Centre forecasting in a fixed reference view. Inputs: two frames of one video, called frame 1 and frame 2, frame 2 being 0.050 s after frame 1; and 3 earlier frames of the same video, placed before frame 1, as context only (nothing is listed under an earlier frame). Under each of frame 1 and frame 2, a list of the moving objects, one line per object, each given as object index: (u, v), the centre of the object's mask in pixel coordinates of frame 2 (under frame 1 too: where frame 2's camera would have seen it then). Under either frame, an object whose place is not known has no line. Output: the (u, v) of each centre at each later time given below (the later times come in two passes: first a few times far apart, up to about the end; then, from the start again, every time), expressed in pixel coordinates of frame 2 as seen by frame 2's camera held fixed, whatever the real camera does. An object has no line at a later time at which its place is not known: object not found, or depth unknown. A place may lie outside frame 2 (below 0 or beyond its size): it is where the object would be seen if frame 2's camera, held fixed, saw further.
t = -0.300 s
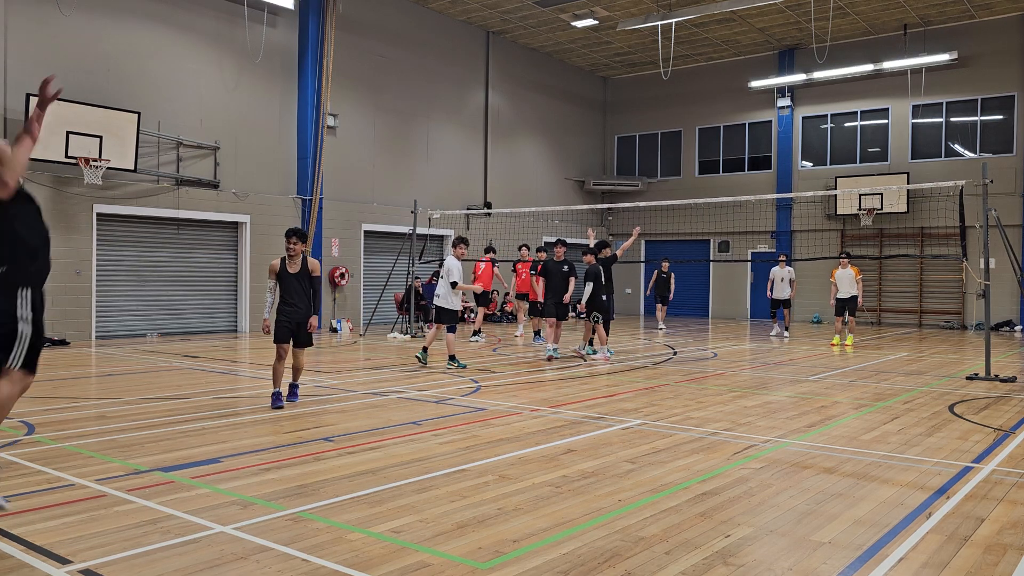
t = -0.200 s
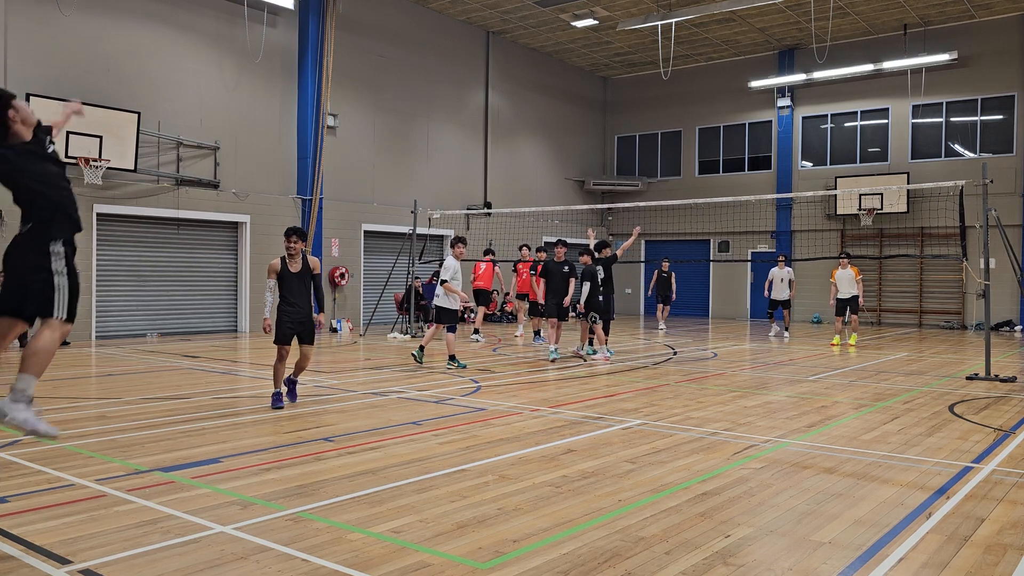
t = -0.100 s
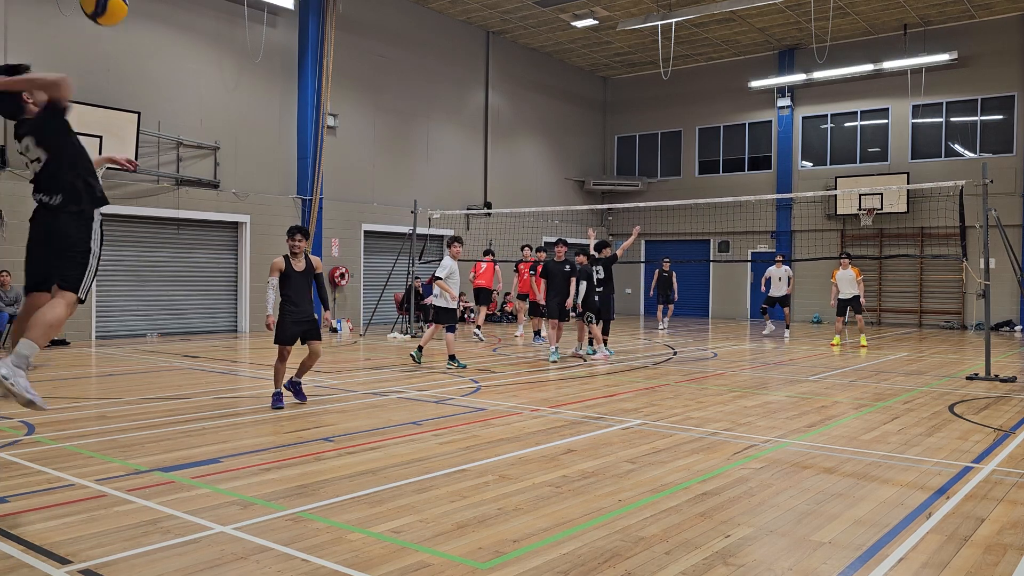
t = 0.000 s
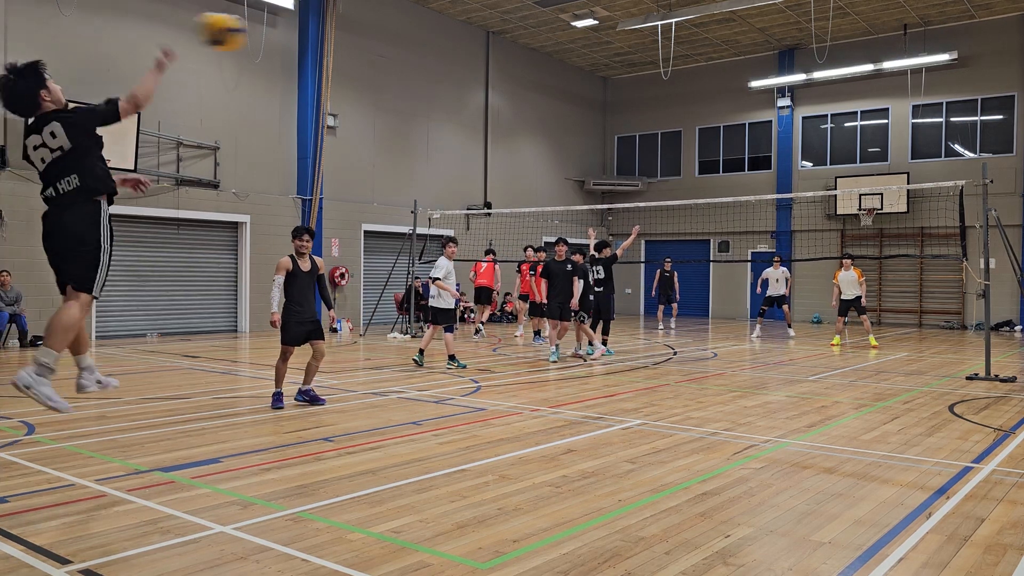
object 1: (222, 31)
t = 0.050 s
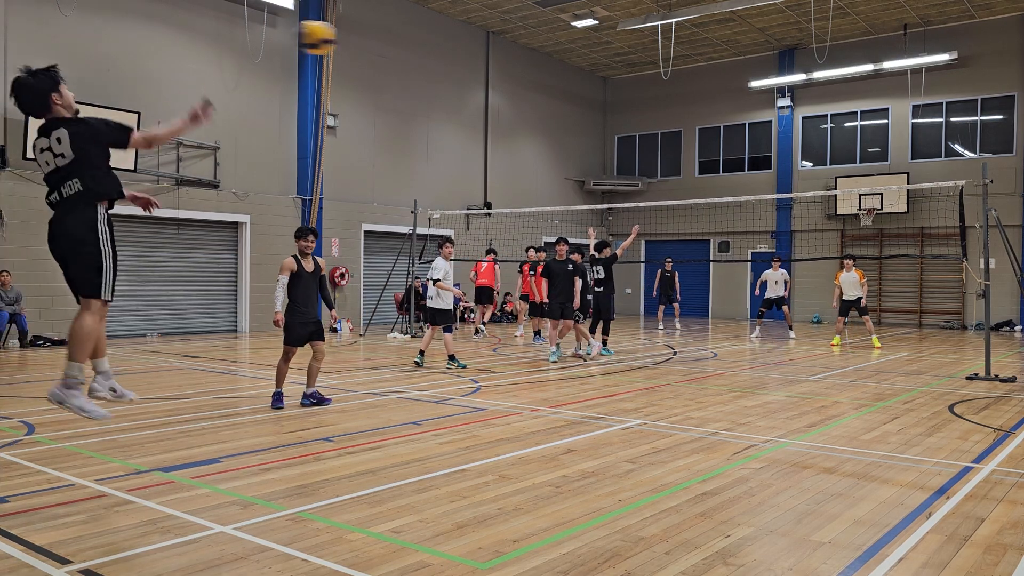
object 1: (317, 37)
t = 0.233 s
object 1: (514, 68)
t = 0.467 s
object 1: (634, 127)
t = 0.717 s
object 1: (697, 194)
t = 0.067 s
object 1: (343, 39)
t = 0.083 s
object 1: (365, 42)
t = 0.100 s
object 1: (387, 44)
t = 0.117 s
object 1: (407, 46)
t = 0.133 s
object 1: (425, 49)
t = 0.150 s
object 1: (443, 52)
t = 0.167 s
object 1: (459, 55)
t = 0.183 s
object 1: (474, 58)
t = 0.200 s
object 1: (488, 61)
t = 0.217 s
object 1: (502, 64)
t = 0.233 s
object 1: (514, 68)
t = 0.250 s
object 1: (527, 71)
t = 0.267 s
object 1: (538, 74)
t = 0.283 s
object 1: (549, 78)
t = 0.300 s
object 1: (559, 82)
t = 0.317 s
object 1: (568, 86)
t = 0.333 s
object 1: (578, 90)
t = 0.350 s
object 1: (587, 95)
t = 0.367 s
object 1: (594, 98)
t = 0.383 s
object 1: (602, 103)
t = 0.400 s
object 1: (609, 107)
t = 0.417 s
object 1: (616, 112)
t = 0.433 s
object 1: (622, 118)
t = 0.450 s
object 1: (628, 122)
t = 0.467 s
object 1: (634, 127)
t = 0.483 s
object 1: (640, 131)
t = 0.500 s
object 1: (645, 136)
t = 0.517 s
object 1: (650, 141)
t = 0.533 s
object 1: (655, 146)
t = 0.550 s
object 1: (660, 151)
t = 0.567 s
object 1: (665, 155)
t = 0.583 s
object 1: (669, 160)
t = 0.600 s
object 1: (673, 165)
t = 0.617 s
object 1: (677, 169)
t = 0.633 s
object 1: (681, 173)
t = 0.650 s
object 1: (684, 178)
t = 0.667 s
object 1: (687, 182)
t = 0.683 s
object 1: (691, 187)
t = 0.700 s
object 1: (694, 191)
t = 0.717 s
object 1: (697, 194)
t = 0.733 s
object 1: (700, 200)
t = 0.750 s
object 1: (703, 205)
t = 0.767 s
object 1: (705, 209)
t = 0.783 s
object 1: (708, 212)
